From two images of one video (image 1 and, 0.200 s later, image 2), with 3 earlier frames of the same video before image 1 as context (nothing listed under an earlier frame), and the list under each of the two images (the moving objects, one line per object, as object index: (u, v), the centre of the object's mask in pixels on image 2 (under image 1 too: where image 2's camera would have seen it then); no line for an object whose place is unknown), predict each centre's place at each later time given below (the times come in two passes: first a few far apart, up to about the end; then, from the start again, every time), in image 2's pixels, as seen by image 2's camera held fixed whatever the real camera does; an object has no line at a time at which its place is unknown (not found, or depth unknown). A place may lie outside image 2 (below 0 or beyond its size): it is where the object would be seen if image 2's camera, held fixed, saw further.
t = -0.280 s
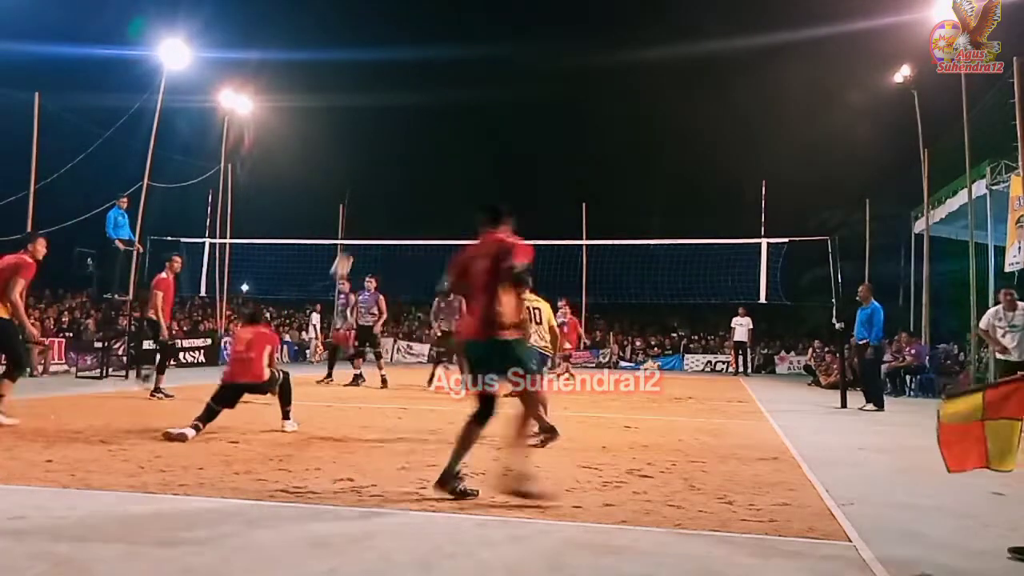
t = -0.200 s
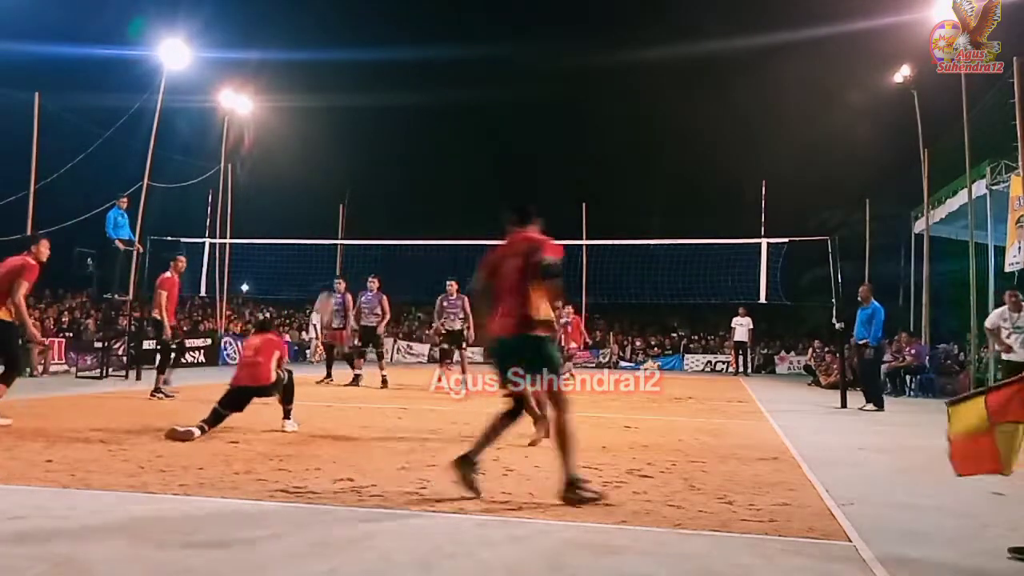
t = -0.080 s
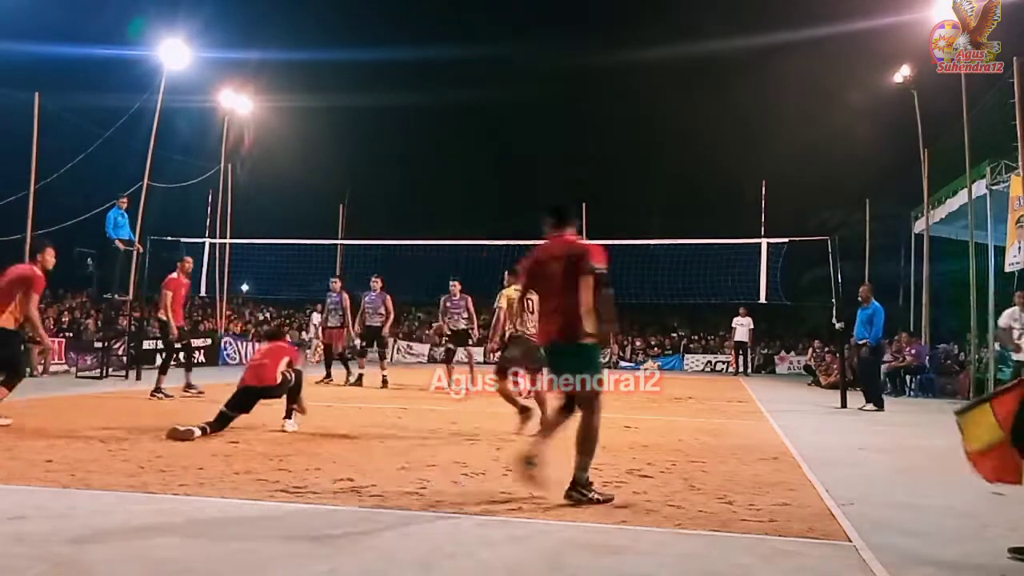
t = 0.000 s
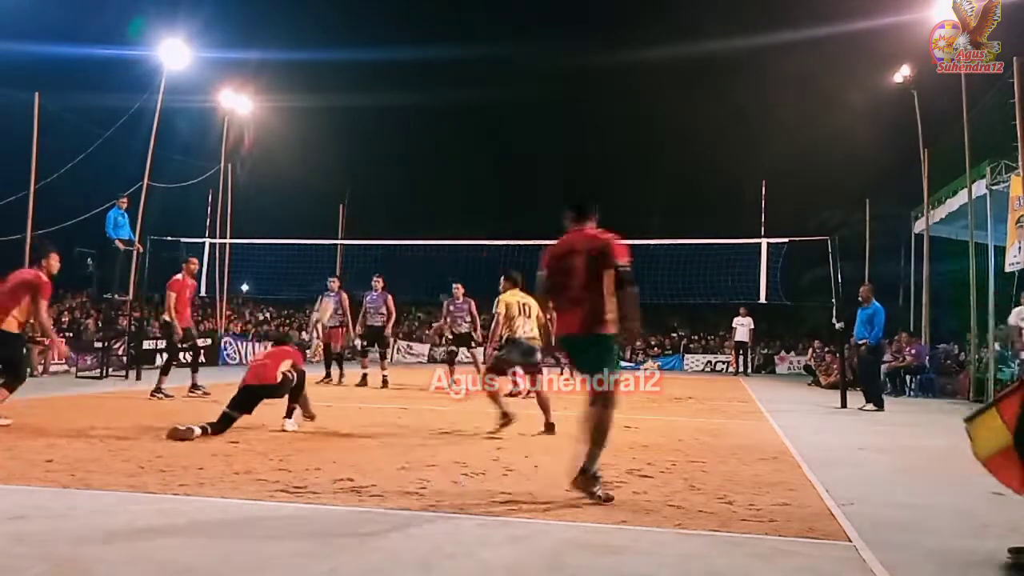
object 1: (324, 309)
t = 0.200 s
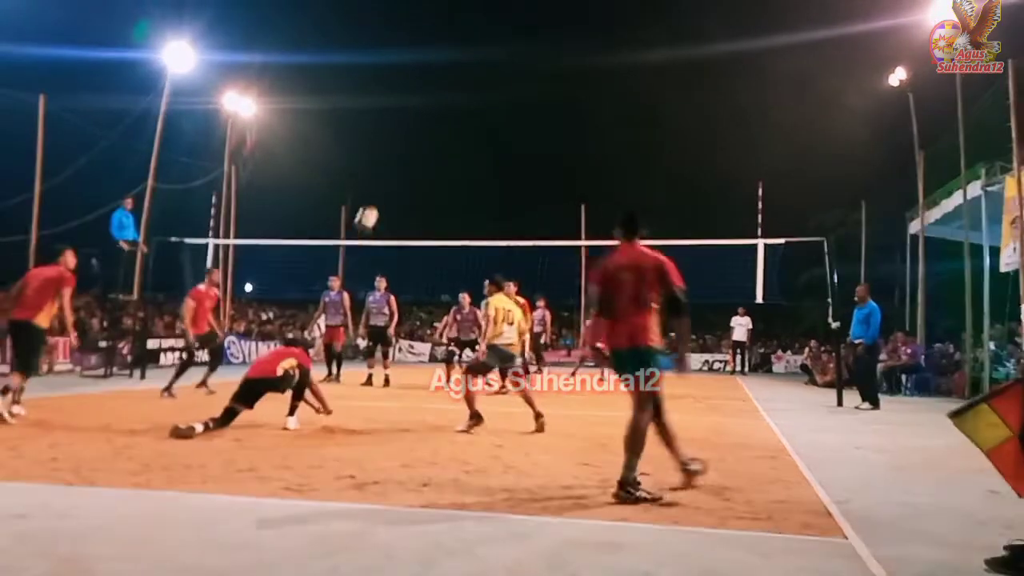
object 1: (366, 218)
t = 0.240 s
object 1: (373, 206)
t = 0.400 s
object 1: (397, 167)
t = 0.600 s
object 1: (426, 150)
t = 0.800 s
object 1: (450, 162)
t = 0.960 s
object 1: (467, 189)
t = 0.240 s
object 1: (373, 206)
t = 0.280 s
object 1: (379, 194)
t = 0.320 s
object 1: (386, 183)
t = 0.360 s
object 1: (392, 174)
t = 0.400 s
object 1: (397, 167)
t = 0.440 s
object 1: (404, 161)
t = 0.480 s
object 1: (410, 156)
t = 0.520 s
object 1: (415, 153)
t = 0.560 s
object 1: (421, 151)
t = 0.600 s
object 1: (426, 150)
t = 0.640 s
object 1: (431, 150)
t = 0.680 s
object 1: (436, 151)
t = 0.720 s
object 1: (441, 154)
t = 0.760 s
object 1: (446, 157)
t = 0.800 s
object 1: (450, 162)
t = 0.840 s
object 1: (454, 167)
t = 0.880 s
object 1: (459, 173)
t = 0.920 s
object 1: (463, 181)
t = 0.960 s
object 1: (467, 189)
